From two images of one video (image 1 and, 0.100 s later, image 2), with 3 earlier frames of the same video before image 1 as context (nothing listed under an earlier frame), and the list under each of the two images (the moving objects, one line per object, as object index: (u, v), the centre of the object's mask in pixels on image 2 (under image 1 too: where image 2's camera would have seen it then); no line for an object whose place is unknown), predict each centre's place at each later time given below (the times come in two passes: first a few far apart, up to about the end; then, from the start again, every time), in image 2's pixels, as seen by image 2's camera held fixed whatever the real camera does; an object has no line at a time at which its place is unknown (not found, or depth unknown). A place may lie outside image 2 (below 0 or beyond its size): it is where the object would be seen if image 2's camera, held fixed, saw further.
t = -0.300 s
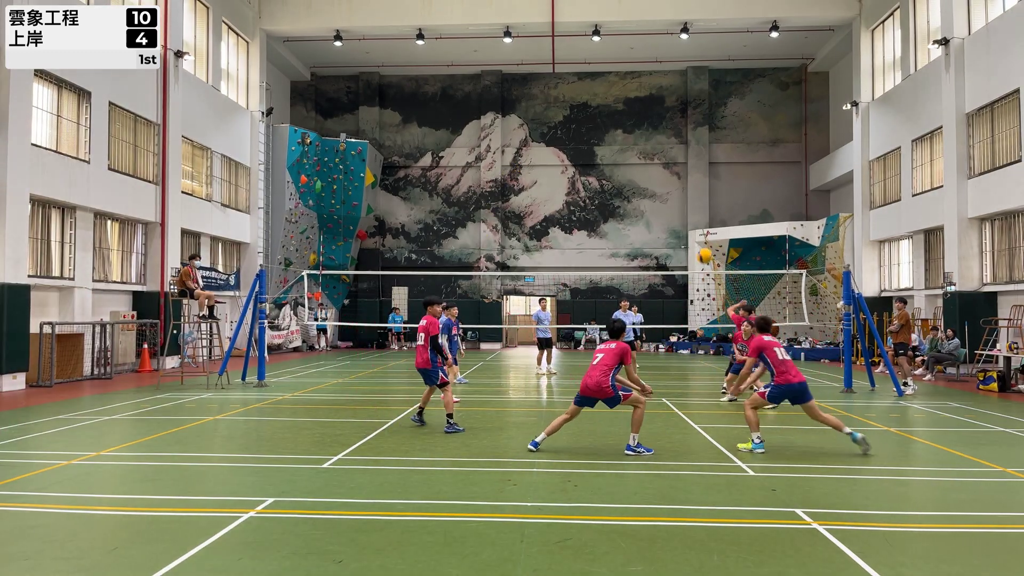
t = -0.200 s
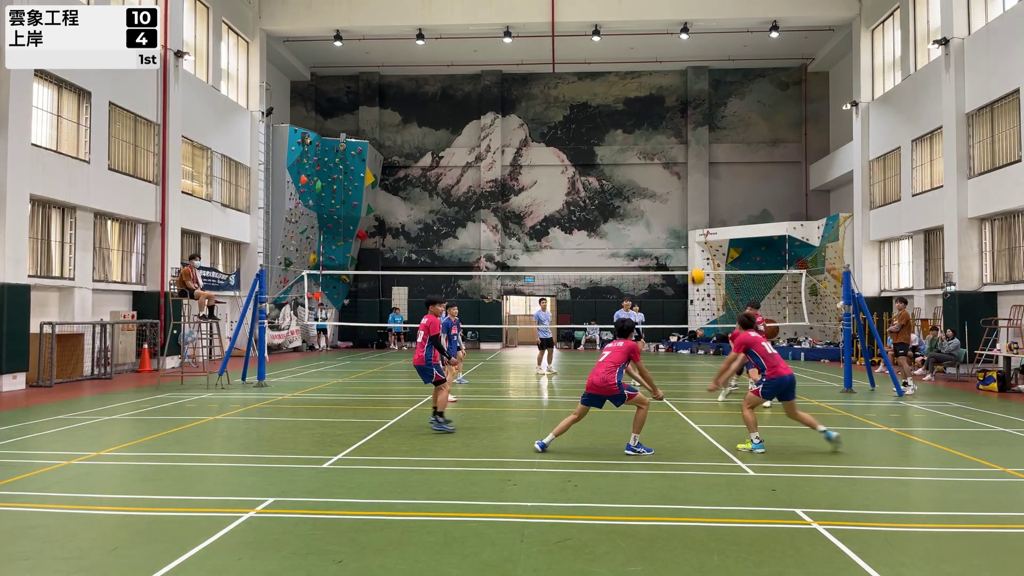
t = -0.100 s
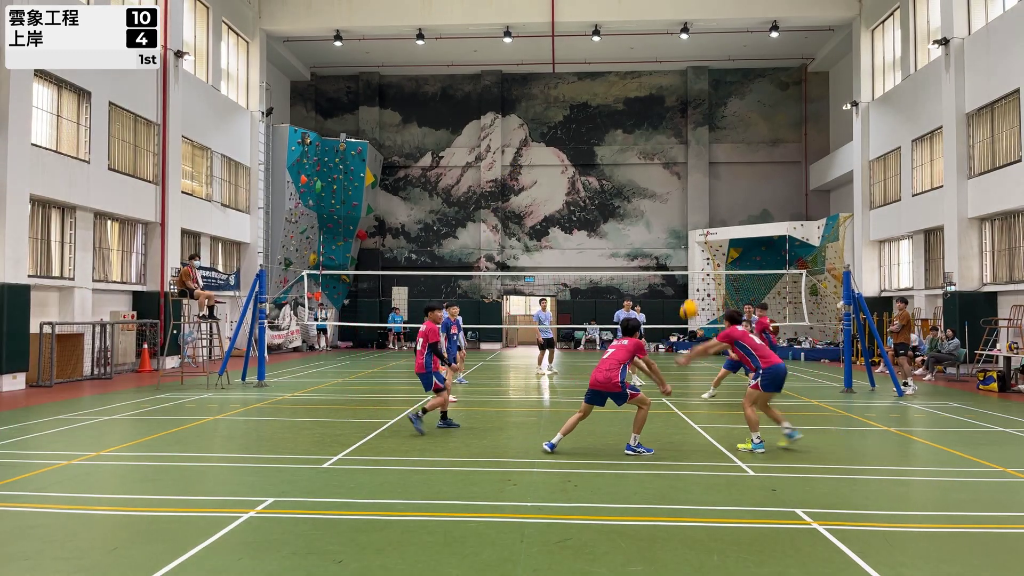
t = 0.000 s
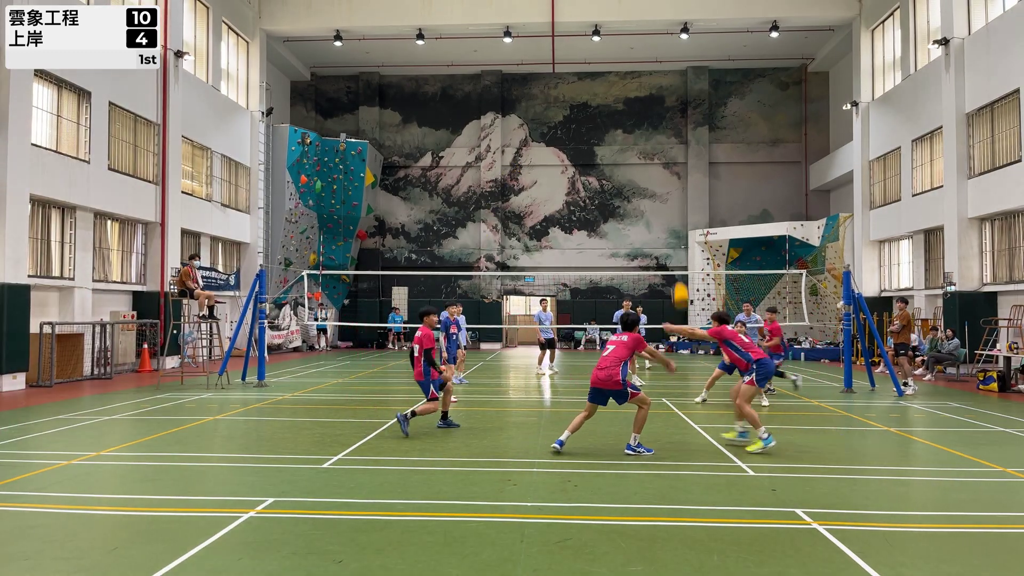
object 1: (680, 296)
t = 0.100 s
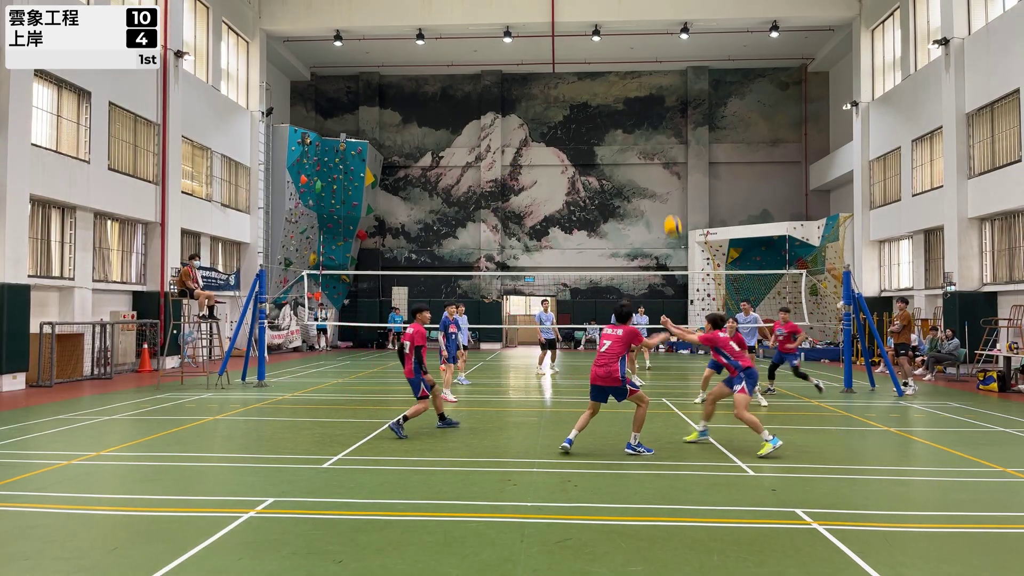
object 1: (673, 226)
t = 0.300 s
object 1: (660, 130)
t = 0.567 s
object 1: (645, 64)
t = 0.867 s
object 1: (630, 54)
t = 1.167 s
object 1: (617, 95)
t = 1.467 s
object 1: (606, 173)
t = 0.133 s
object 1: (671, 206)
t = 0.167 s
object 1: (668, 188)
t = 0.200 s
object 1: (666, 172)
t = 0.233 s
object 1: (664, 155)
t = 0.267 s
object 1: (662, 142)
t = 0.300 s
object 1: (660, 130)
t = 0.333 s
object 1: (658, 118)
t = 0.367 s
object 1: (656, 107)
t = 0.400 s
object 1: (654, 98)
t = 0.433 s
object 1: (652, 89)
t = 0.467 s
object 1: (650, 82)
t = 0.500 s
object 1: (648, 75)
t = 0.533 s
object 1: (647, 70)
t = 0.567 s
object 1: (645, 64)
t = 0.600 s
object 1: (643, 60)
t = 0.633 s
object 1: (641, 57)
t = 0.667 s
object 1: (640, 54)
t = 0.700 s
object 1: (638, 52)
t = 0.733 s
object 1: (637, 51)
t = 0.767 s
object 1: (635, 51)
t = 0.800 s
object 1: (633, 52)
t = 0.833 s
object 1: (632, 51)
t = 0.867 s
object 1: (630, 54)
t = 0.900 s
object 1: (629, 56)
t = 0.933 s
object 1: (627, 59)
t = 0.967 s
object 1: (626, 62)
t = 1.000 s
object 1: (624, 67)
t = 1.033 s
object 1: (623, 71)
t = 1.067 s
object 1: (621, 76)
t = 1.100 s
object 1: (620, 82)
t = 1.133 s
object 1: (619, 88)
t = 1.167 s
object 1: (617, 95)
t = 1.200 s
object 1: (616, 102)
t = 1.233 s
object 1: (615, 110)
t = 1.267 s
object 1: (613, 117)
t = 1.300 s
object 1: (612, 126)
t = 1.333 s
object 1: (611, 134)
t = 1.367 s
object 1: (610, 143)
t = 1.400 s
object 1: (608, 153)
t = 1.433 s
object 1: (607, 163)
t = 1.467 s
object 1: (606, 173)
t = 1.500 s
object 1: (604, 185)
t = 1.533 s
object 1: (603, 195)
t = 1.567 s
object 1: (602, 207)
